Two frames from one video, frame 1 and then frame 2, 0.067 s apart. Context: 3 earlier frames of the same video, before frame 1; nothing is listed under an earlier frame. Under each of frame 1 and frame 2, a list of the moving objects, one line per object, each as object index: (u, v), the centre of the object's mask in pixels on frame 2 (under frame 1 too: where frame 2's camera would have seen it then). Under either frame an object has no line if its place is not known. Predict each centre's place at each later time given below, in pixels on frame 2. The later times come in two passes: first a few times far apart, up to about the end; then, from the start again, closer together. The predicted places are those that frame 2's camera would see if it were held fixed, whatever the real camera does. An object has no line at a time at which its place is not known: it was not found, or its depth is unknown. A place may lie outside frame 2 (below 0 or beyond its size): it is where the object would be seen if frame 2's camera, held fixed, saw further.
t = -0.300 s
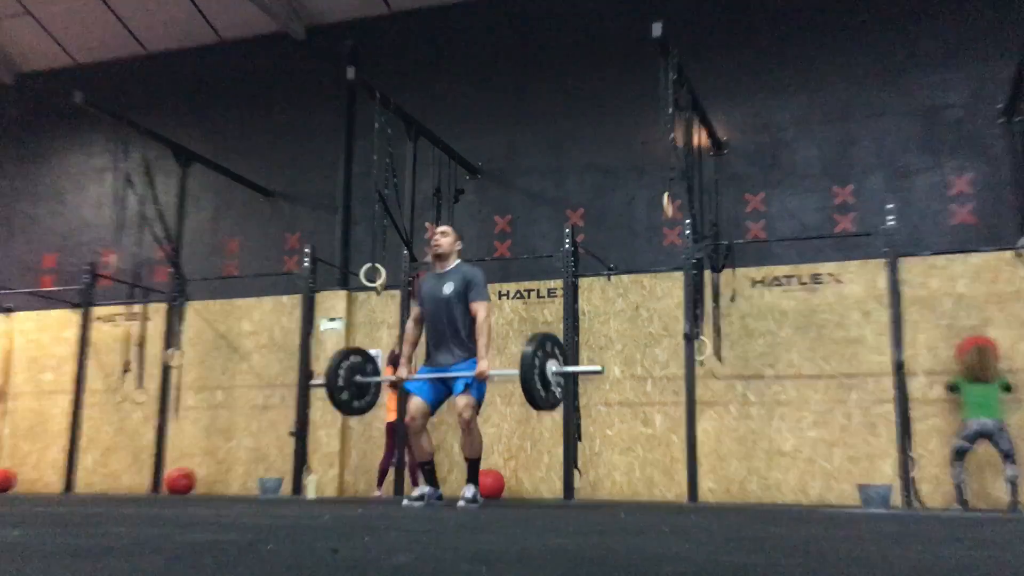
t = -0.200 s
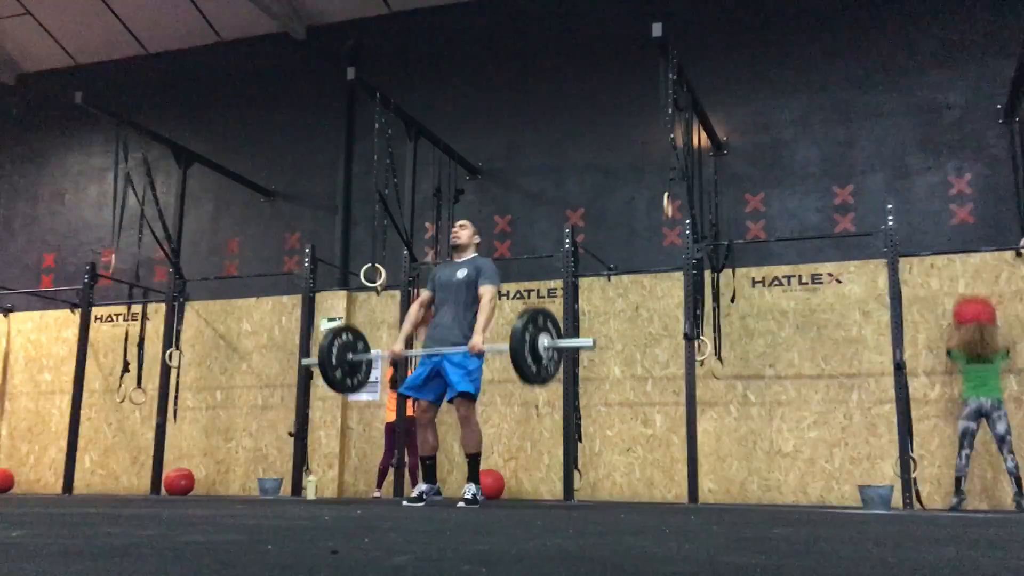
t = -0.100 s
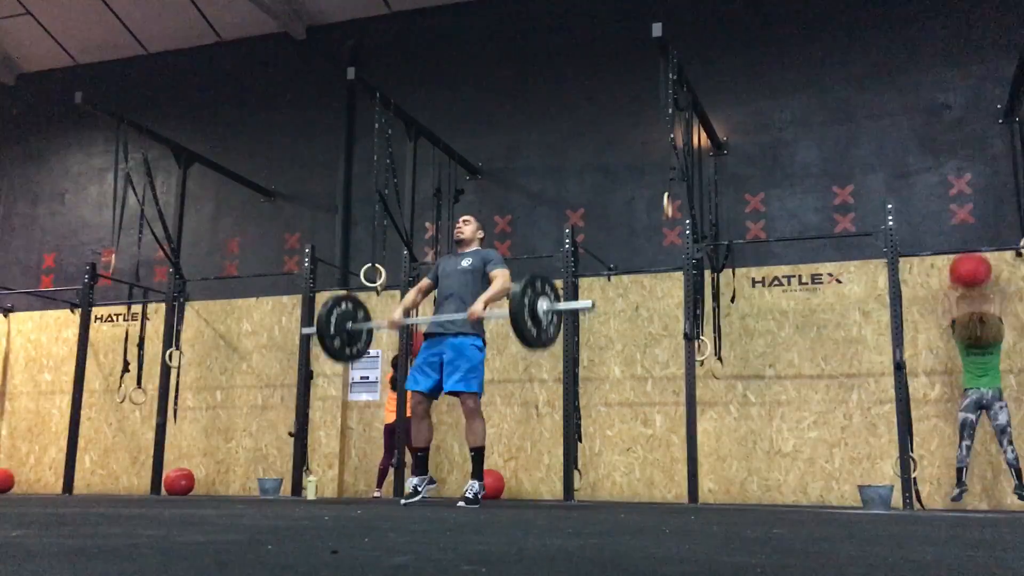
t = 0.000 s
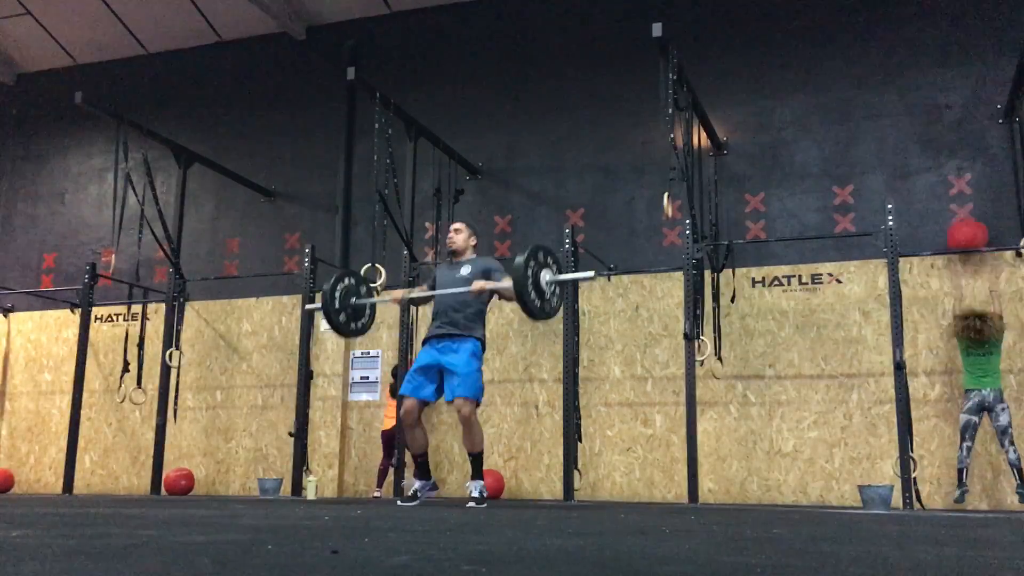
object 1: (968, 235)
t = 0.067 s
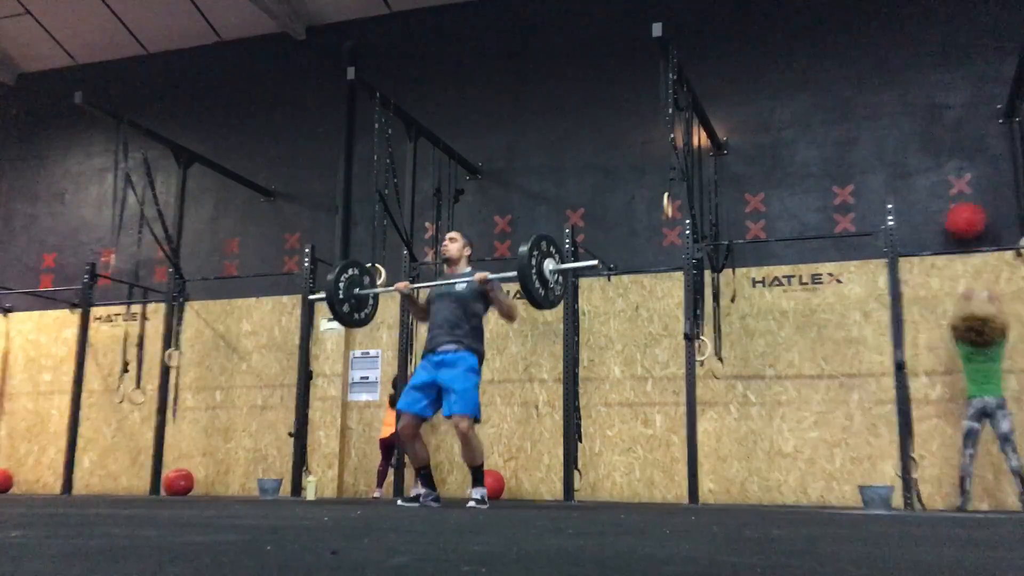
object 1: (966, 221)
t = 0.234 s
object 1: (964, 198)
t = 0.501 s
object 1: (966, 207)
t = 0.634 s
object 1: (968, 233)
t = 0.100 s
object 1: (965, 214)
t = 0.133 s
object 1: (965, 209)
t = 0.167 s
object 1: (965, 204)
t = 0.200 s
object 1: (964, 199)
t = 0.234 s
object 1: (964, 198)
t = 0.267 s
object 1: (963, 197)
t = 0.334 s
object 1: (964, 196)
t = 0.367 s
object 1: (964, 196)
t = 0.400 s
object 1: (964, 197)
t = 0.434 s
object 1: (965, 200)
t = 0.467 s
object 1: (965, 203)
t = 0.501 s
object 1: (966, 207)
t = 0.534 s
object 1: (966, 212)
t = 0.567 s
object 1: (967, 218)
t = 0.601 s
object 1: (968, 227)
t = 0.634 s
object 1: (968, 233)
